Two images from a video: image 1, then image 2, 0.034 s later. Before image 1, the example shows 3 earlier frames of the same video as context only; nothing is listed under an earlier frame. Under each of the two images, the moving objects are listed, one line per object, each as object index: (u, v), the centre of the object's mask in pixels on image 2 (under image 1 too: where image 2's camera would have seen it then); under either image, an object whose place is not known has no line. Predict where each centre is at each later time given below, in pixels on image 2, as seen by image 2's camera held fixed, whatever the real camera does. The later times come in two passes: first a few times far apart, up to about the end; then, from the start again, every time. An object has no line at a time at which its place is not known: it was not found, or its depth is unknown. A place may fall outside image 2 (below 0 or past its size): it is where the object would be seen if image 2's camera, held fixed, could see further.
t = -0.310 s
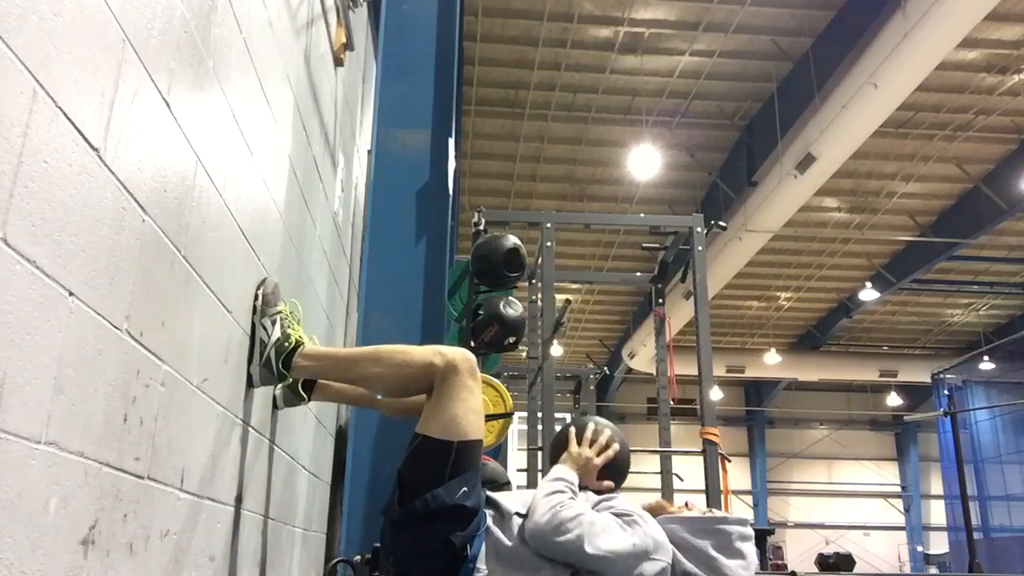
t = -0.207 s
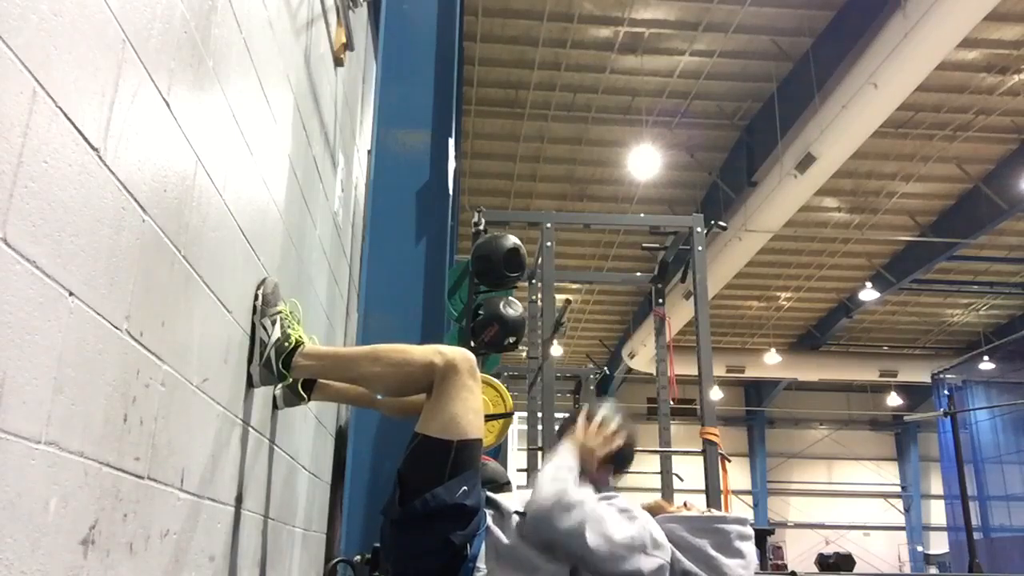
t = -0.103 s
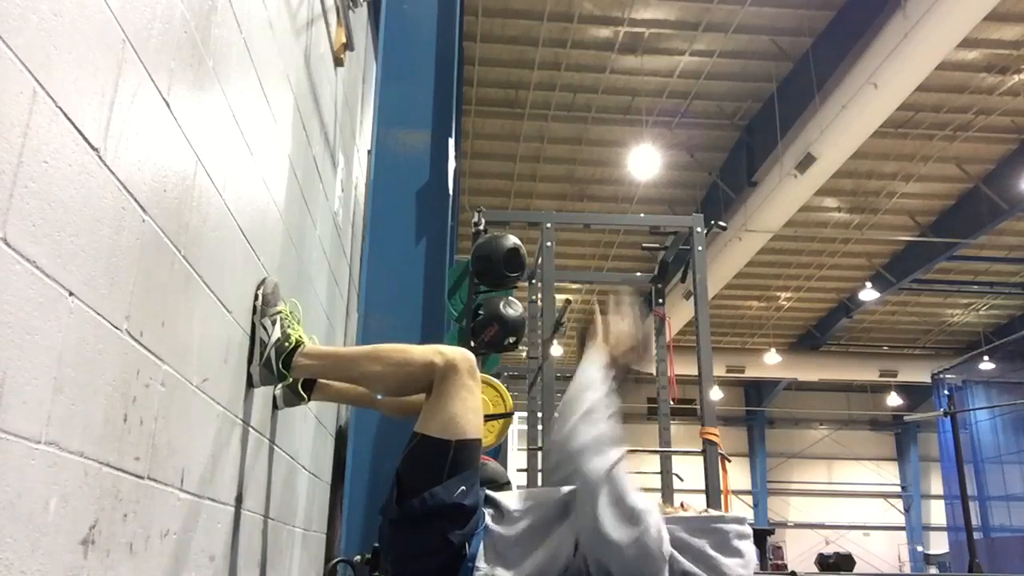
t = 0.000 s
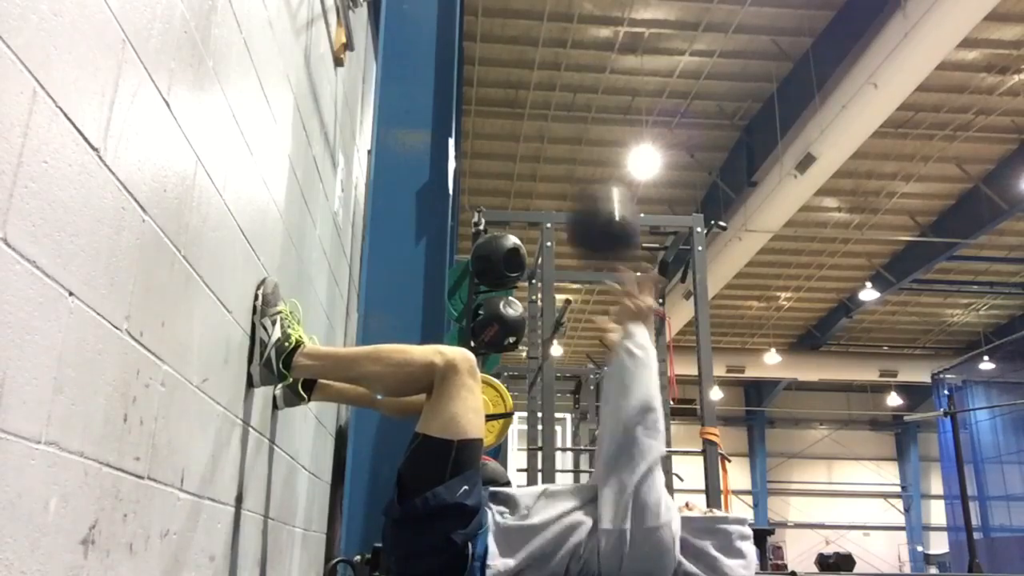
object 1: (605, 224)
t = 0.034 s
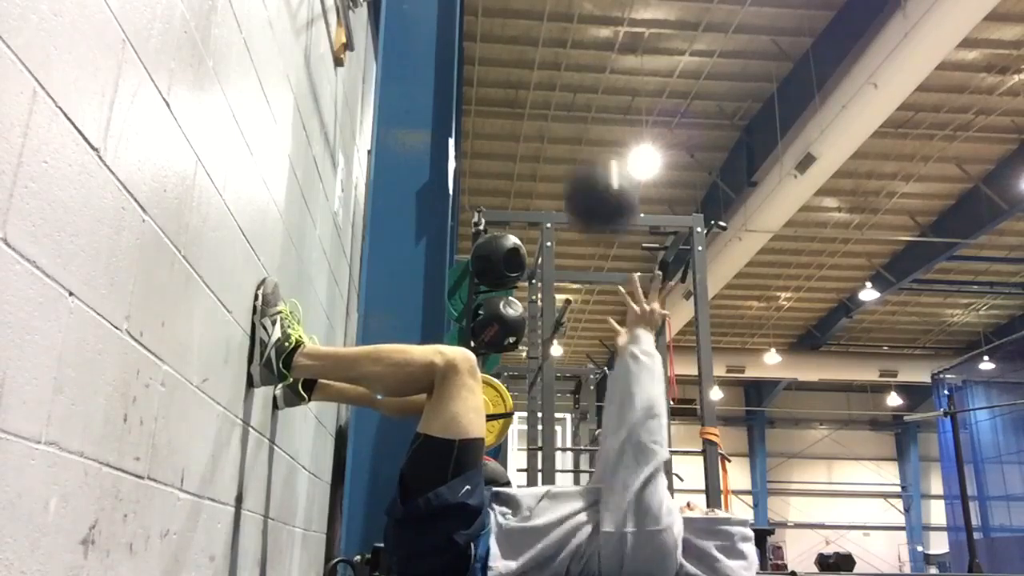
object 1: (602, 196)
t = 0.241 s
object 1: (605, 92)
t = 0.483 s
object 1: (613, 111)
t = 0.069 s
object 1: (599, 172)
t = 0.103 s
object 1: (599, 149)
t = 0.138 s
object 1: (601, 131)
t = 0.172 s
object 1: (603, 115)
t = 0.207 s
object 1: (604, 102)
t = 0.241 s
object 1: (605, 92)
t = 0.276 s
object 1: (608, 81)
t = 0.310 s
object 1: (609, 79)
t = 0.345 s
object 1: (610, 80)
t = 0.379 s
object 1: (611, 83)
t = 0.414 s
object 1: (612, 89)
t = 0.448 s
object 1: (612, 98)
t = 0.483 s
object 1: (613, 111)
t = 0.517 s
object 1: (612, 127)
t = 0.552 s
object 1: (612, 147)
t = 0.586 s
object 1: (611, 173)
